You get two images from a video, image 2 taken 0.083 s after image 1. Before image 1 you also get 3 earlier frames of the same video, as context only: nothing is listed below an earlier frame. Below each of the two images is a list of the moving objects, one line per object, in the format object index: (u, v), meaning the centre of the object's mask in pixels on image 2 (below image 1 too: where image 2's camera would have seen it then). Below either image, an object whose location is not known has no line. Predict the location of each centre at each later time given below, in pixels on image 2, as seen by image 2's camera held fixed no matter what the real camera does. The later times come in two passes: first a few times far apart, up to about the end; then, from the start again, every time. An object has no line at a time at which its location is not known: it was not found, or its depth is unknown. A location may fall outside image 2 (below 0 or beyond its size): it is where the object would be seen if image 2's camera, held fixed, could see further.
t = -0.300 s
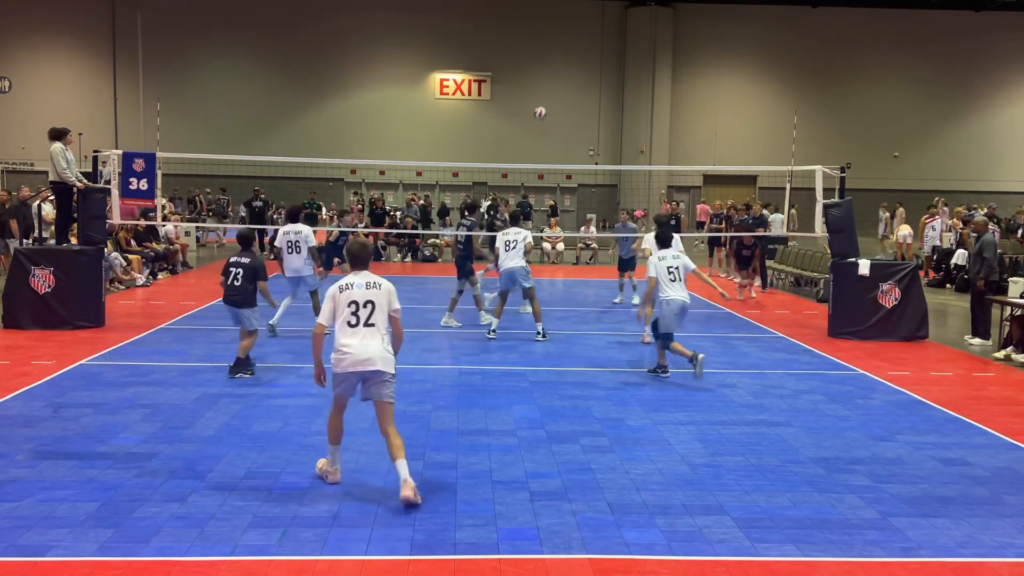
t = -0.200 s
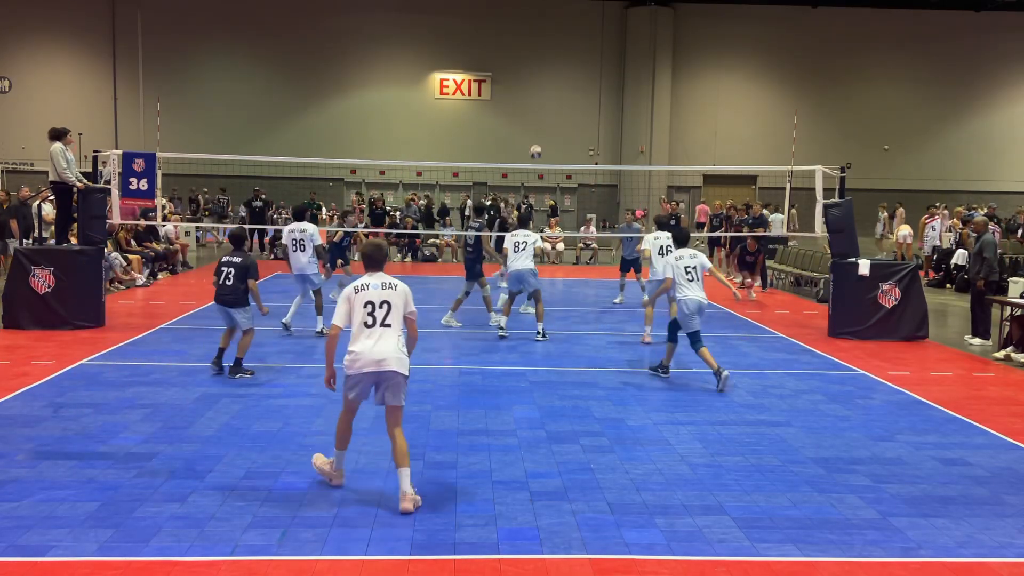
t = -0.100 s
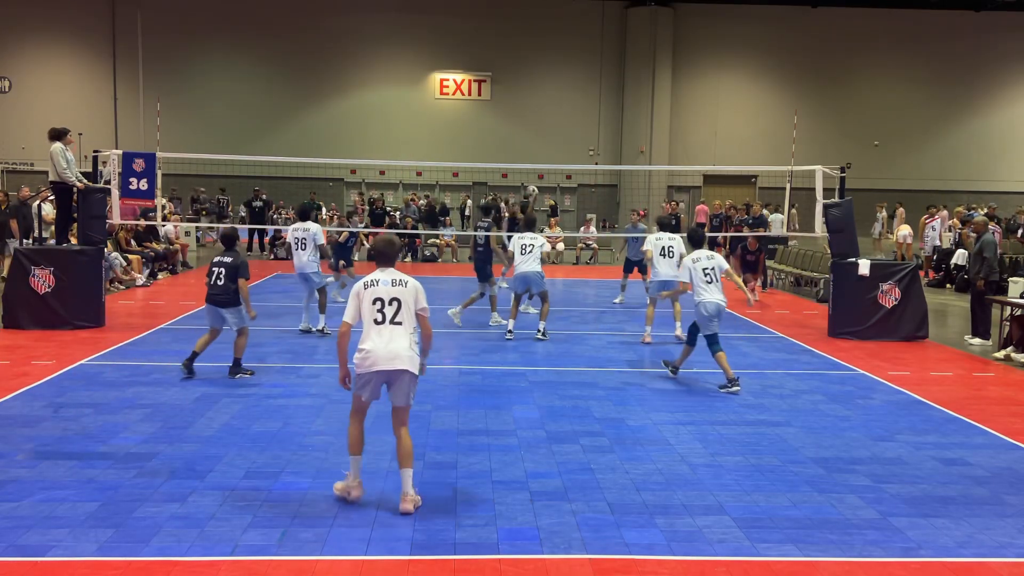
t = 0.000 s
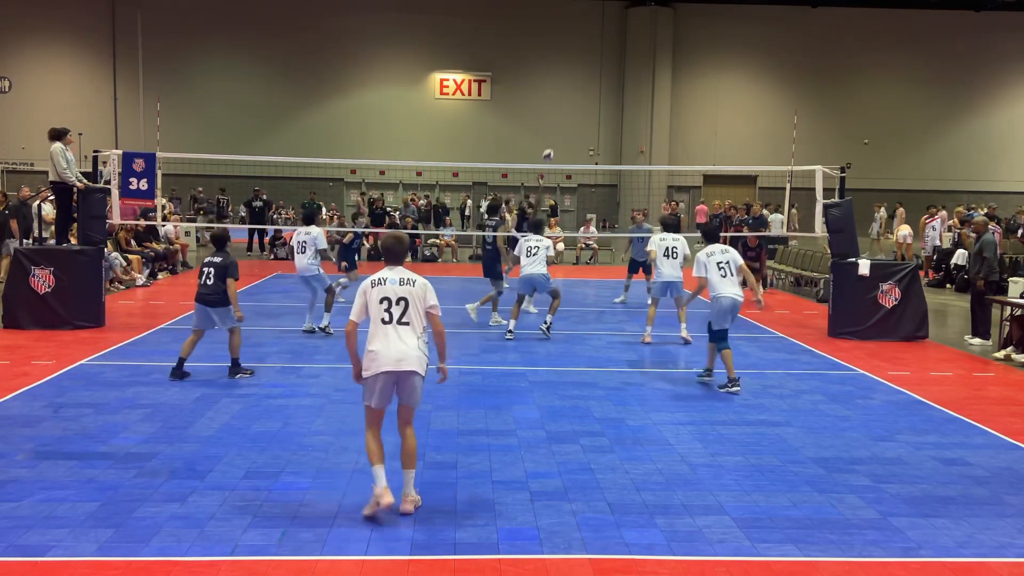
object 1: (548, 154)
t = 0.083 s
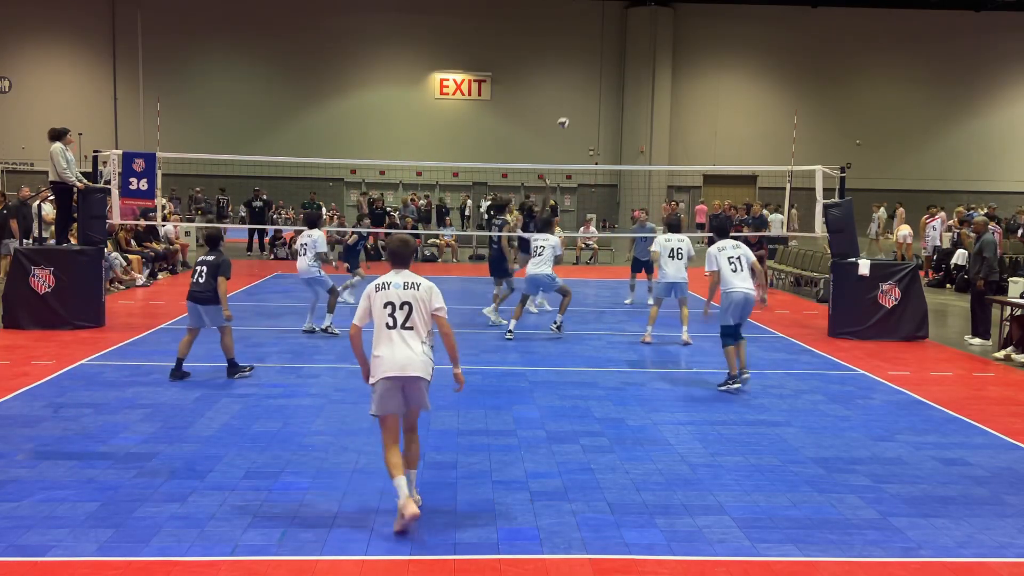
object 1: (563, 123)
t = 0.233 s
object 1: (590, 78)
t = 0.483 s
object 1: (632, 34)
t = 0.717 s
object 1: (671, 28)
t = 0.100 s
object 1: (566, 117)
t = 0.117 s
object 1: (569, 112)
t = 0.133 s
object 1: (572, 107)
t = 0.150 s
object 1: (575, 101)
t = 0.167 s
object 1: (578, 96)
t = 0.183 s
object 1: (581, 92)
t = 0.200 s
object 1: (584, 87)
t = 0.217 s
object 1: (587, 83)
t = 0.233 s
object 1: (590, 78)
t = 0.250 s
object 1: (593, 74)
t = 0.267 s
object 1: (596, 70)
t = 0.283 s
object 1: (598, 66)
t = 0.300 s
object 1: (601, 62)
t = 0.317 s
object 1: (604, 59)
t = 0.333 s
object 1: (607, 56)
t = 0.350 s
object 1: (610, 52)
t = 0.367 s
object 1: (613, 50)
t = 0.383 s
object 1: (616, 47)
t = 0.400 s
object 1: (619, 44)
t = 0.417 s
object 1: (621, 42)
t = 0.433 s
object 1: (624, 39)
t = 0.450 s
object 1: (627, 37)
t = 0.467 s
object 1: (630, 36)
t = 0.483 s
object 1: (632, 34)
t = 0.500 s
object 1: (636, 32)
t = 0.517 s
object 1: (638, 31)
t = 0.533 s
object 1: (641, 29)
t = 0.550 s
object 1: (644, 28)
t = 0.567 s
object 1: (647, 27)
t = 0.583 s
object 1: (649, 27)
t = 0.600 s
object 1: (652, 26)
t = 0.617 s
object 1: (655, 26)
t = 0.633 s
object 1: (658, 26)
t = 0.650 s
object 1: (661, 26)
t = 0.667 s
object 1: (663, 26)
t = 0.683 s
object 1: (666, 27)
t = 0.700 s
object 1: (669, 28)
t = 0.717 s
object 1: (671, 28)
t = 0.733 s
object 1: (674, 29)
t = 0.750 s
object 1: (677, 31)
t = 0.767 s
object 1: (679, 32)
